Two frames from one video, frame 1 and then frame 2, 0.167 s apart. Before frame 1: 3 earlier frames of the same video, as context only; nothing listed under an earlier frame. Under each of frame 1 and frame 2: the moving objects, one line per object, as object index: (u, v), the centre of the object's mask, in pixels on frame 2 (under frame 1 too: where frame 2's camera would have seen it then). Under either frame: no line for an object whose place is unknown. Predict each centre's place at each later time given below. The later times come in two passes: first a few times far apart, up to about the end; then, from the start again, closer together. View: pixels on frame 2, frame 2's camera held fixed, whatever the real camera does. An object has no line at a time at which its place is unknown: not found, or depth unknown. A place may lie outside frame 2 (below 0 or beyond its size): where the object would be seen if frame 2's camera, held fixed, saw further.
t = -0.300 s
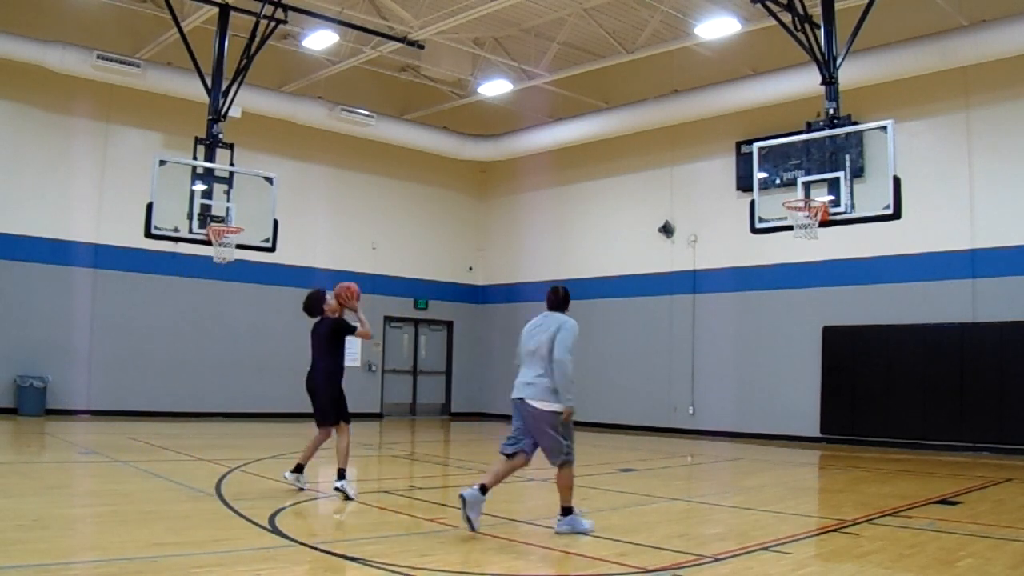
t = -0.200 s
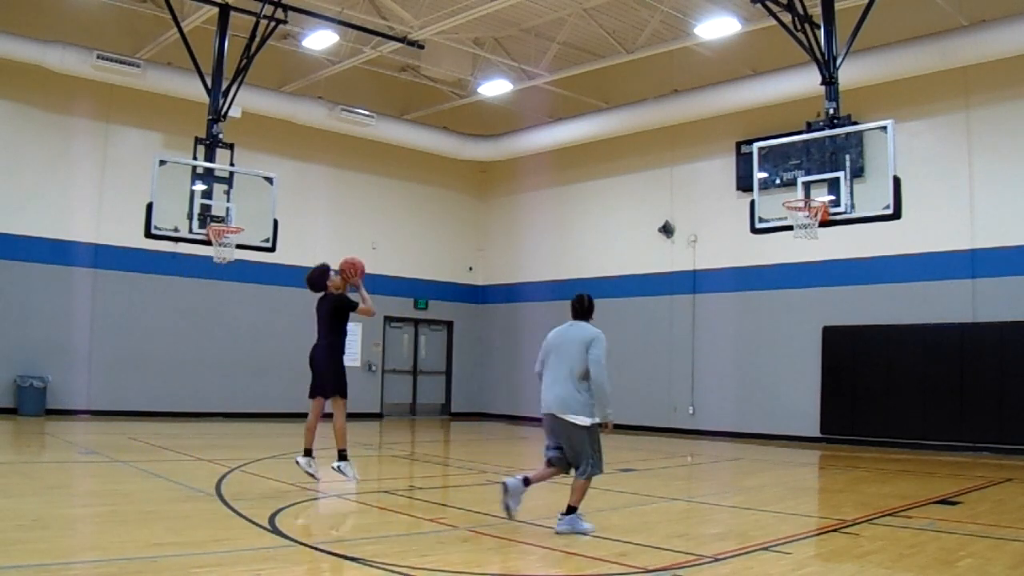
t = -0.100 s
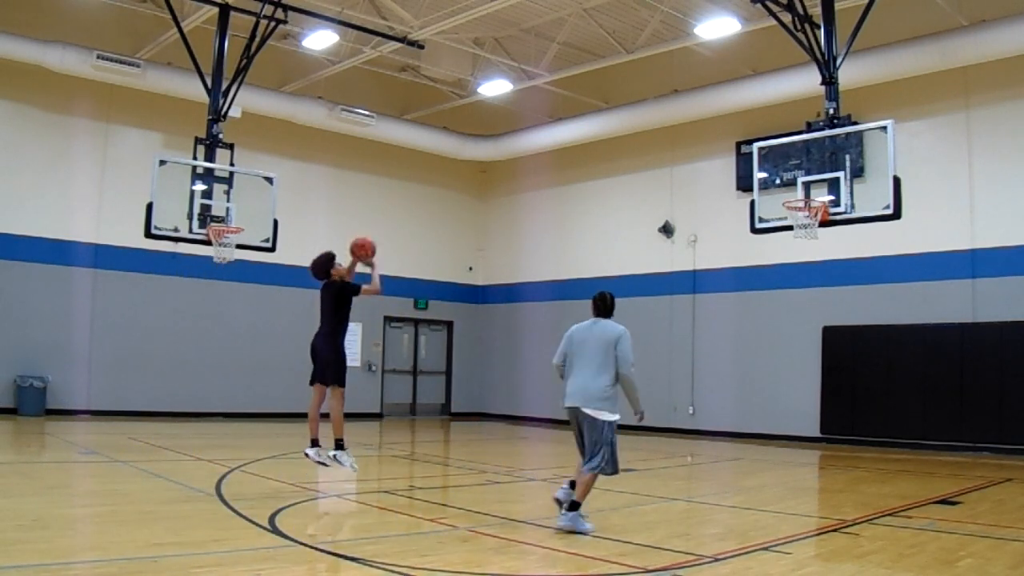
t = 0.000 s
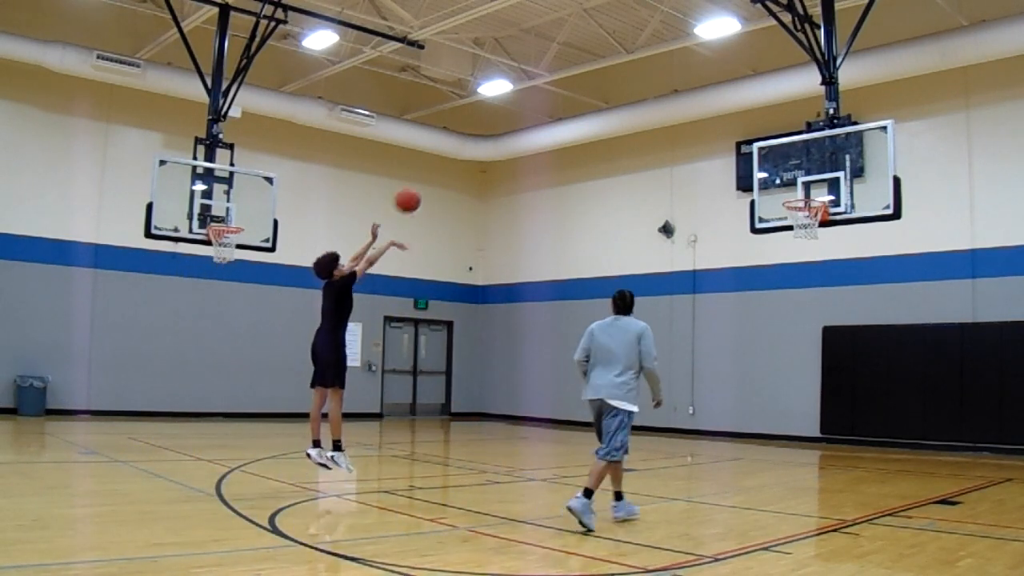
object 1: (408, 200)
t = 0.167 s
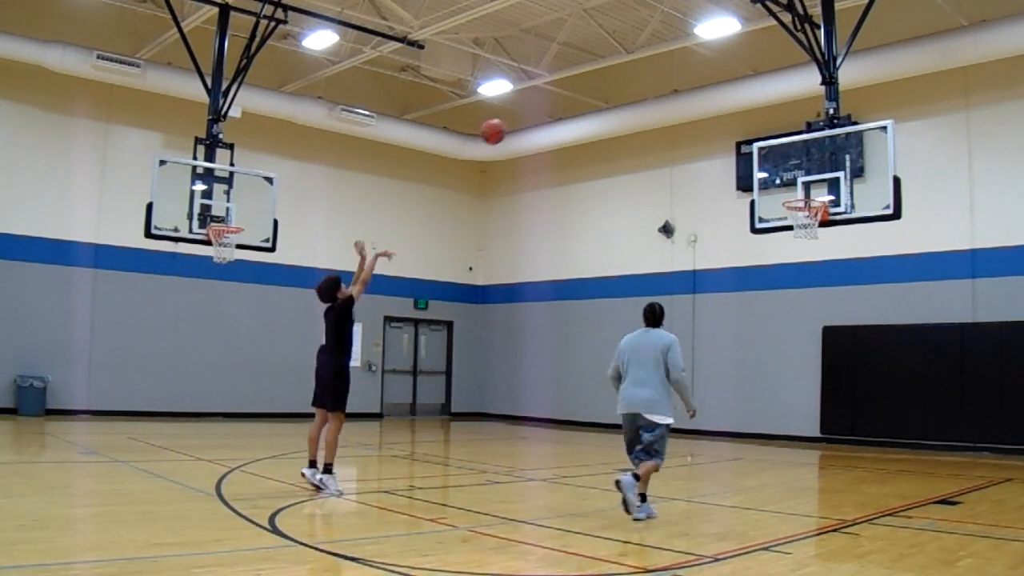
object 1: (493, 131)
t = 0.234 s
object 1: (524, 114)
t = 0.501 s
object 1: (640, 88)
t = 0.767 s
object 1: (740, 126)
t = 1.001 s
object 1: (813, 192)
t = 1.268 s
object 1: (803, 110)
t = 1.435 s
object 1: (799, 85)
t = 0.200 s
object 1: (508, 122)
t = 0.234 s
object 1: (524, 114)
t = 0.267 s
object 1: (540, 107)
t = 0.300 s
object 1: (555, 101)
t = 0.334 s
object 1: (570, 96)
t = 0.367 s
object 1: (585, 92)
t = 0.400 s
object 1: (599, 89)
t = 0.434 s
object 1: (613, 88)
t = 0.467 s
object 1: (626, 87)
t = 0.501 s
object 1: (640, 88)
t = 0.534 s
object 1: (653, 89)
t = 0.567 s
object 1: (666, 92)
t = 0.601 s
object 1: (679, 95)
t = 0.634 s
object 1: (692, 99)
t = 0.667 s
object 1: (704, 105)
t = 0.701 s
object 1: (716, 111)
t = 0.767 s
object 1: (740, 126)
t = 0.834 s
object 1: (764, 144)
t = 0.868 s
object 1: (775, 155)
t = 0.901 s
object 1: (785, 164)
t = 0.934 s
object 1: (796, 176)
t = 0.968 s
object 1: (808, 190)
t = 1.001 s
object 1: (813, 192)
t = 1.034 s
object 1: (812, 180)
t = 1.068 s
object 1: (811, 167)
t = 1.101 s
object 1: (810, 155)
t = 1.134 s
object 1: (808, 145)
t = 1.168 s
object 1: (807, 135)
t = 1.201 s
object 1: (806, 125)
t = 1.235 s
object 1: (805, 117)
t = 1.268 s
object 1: (803, 110)
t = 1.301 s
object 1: (803, 102)
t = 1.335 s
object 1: (802, 97)
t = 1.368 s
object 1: (801, 92)
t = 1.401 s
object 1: (800, 88)
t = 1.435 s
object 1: (799, 85)
